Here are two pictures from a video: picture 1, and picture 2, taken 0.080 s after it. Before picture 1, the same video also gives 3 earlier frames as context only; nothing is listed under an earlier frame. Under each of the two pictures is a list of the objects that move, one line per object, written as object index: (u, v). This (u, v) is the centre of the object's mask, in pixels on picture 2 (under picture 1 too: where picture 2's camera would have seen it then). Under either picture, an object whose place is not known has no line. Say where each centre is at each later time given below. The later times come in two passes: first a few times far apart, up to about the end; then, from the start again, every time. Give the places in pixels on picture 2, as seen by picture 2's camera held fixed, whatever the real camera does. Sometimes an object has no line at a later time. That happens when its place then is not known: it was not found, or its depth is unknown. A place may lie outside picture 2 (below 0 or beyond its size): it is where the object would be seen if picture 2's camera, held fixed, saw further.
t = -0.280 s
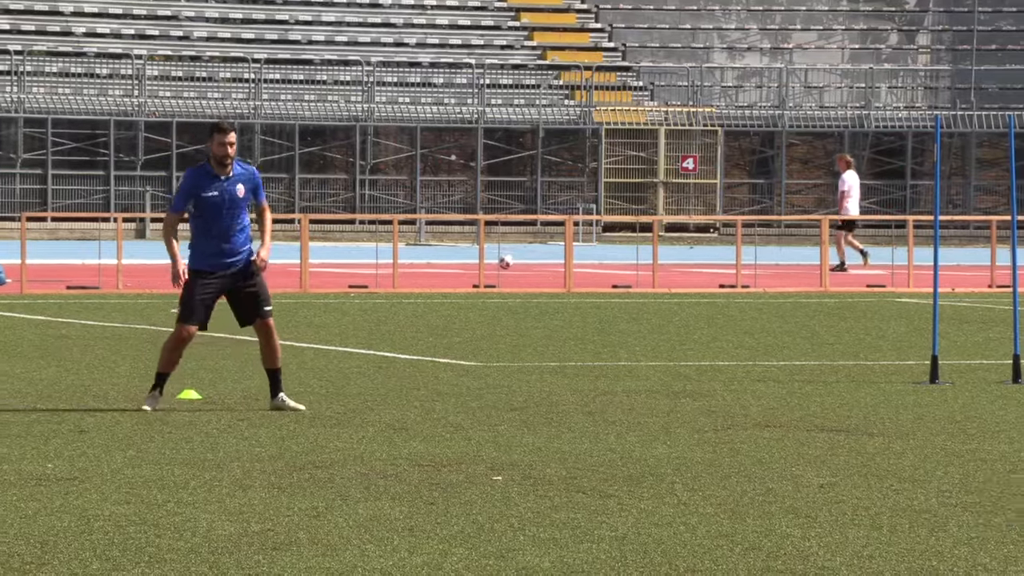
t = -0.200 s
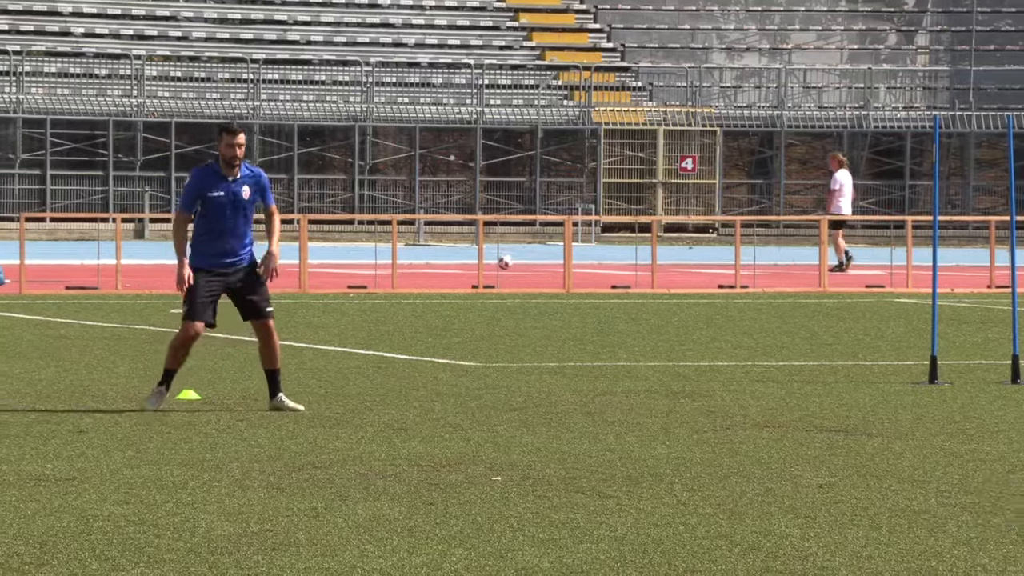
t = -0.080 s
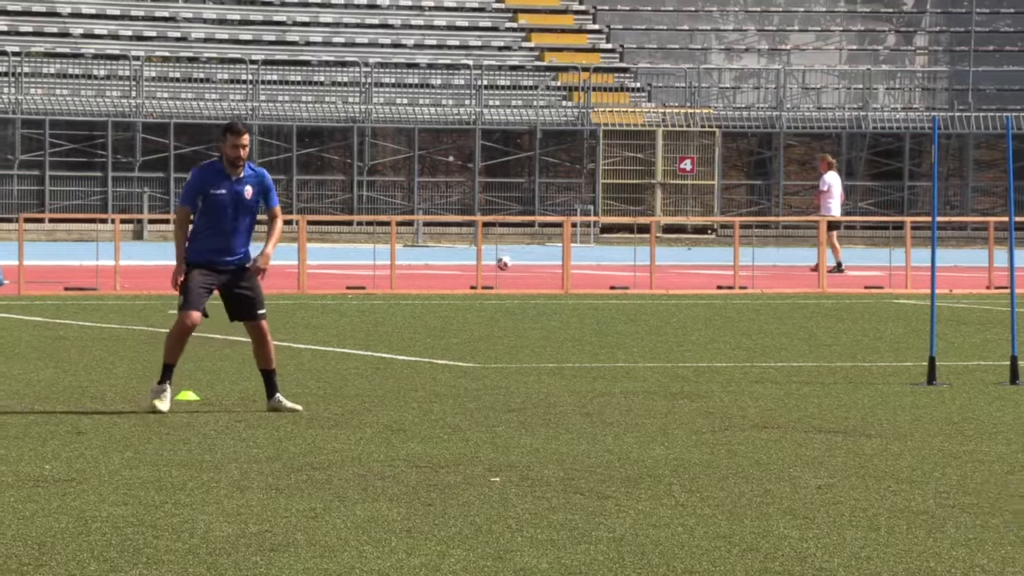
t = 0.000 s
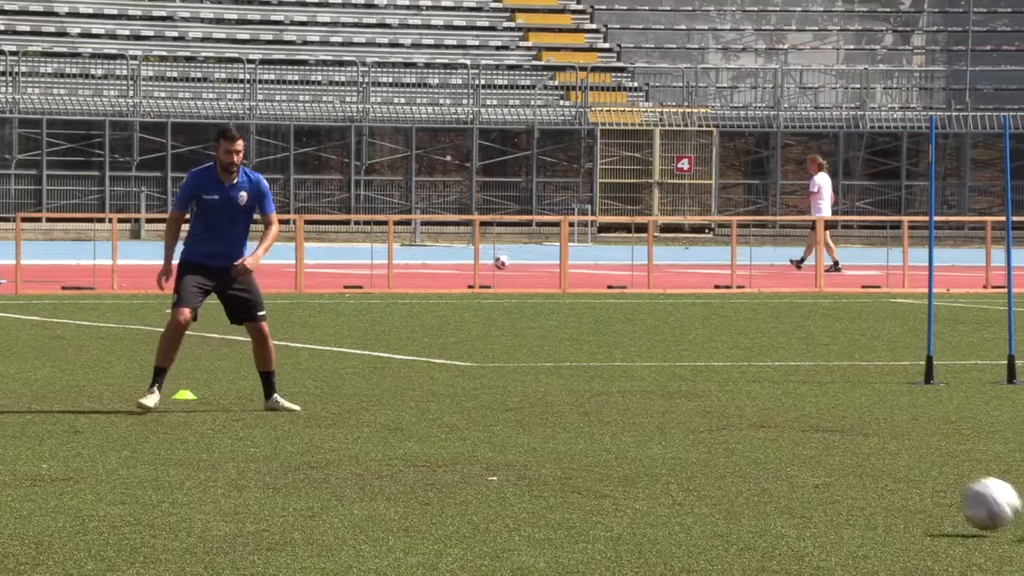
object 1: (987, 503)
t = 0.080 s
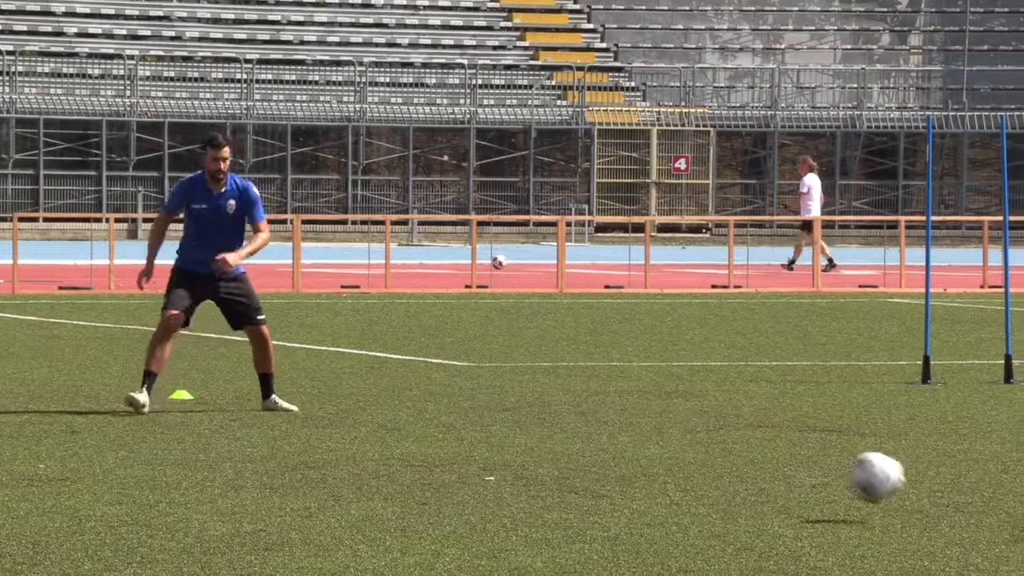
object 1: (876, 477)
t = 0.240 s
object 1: (685, 474)
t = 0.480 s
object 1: (449, 439)
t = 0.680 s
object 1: (286, 427)
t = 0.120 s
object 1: (825, 471)
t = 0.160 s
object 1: (774, 471)
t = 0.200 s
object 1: (729, 474)
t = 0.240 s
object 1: (685, 474)
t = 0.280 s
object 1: (642, 457)
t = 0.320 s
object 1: (600, 445)
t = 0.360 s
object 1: (560, 438)
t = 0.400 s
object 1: (520, 433)
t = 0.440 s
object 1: (484, 434)
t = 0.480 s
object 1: (449, 439)
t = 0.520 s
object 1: (414, 444)
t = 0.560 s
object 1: (380, 435)
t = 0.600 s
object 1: (348, 428)
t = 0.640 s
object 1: (316, 426)
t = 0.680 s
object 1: (286, 427)
